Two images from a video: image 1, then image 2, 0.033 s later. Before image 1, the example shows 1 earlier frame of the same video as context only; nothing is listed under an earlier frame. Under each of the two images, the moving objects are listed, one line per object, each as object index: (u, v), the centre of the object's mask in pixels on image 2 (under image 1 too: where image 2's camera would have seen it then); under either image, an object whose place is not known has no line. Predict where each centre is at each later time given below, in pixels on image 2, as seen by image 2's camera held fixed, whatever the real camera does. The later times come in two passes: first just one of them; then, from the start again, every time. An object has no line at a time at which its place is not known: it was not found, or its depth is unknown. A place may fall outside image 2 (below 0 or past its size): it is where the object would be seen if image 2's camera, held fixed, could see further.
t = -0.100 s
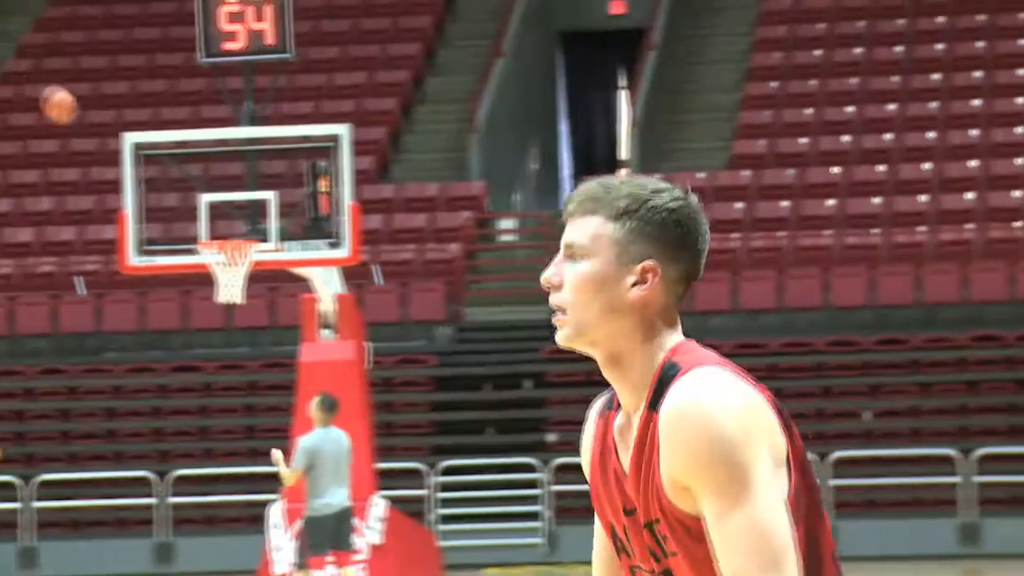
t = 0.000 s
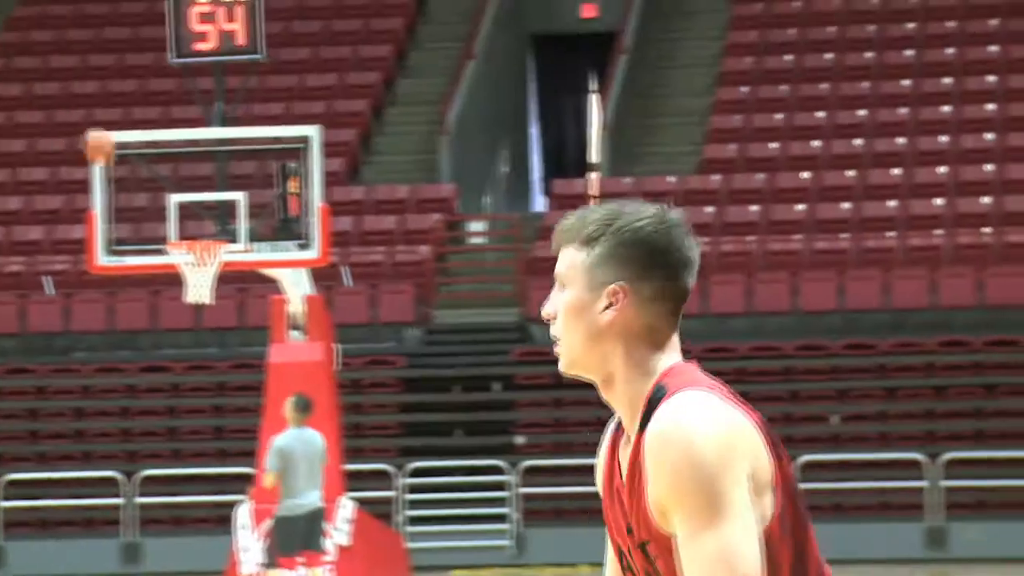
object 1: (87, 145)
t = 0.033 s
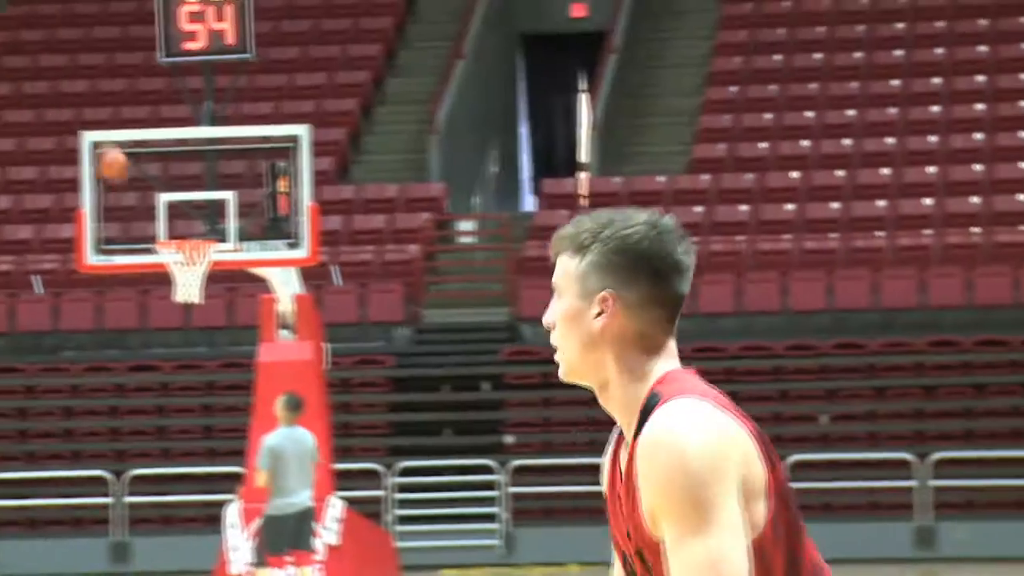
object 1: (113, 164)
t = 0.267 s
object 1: (185, 222)
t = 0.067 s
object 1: (135, 181)
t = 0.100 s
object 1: (157, 200)
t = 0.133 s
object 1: (182, 221)
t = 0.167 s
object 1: (194, 231)
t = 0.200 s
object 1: (189, 228)
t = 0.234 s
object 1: (186, 226)
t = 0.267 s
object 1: (185, 222)
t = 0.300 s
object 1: (181, 217)
